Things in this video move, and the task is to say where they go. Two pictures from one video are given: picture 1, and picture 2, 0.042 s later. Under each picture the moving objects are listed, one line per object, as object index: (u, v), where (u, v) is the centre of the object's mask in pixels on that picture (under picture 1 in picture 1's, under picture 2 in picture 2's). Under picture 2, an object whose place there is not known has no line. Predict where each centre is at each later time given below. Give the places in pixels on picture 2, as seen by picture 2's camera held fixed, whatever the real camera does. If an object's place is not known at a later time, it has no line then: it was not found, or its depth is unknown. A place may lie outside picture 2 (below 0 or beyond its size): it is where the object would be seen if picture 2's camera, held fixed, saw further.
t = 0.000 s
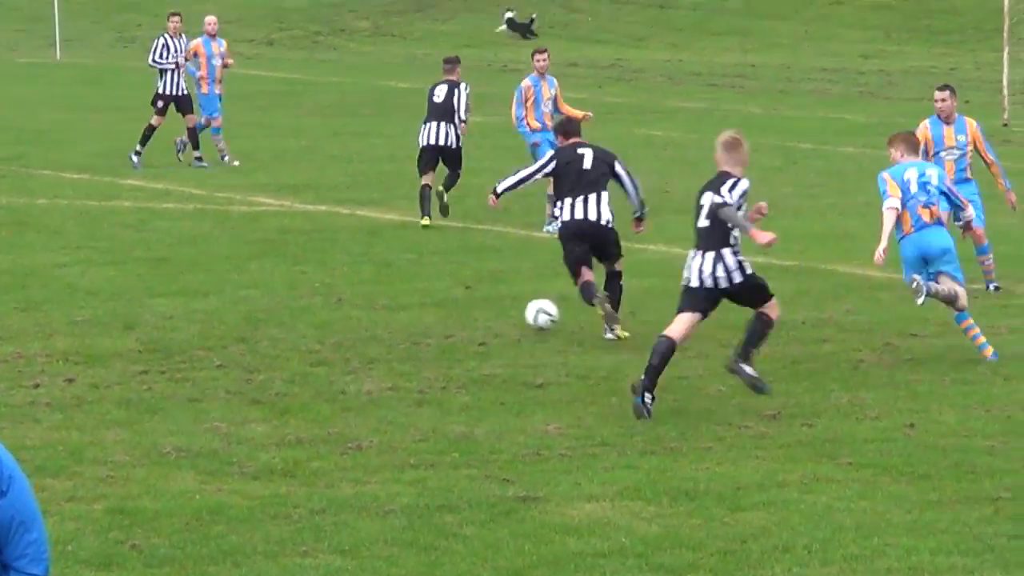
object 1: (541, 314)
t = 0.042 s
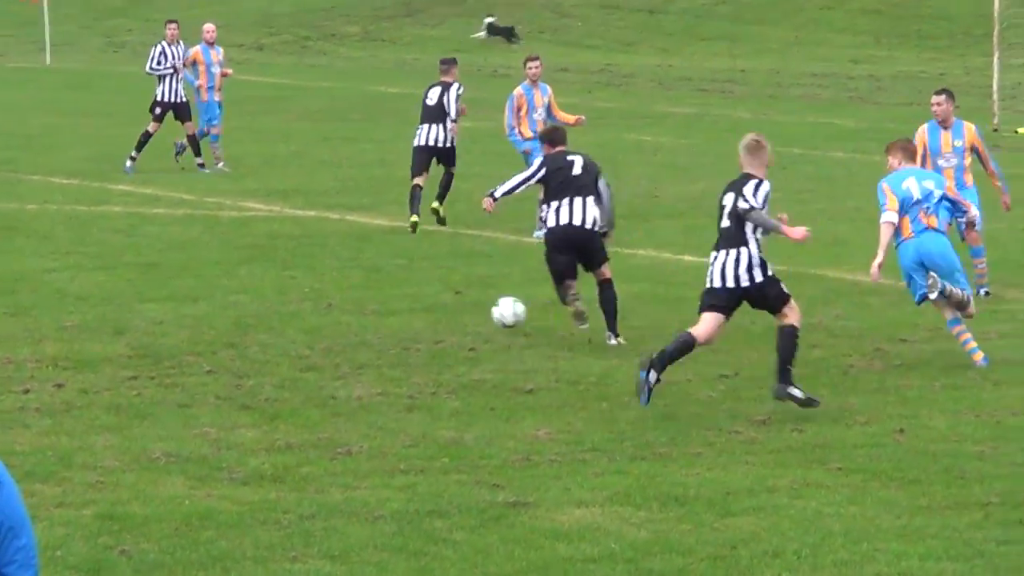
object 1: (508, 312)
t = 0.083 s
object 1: (485, 307)
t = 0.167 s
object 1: (441, 304)
